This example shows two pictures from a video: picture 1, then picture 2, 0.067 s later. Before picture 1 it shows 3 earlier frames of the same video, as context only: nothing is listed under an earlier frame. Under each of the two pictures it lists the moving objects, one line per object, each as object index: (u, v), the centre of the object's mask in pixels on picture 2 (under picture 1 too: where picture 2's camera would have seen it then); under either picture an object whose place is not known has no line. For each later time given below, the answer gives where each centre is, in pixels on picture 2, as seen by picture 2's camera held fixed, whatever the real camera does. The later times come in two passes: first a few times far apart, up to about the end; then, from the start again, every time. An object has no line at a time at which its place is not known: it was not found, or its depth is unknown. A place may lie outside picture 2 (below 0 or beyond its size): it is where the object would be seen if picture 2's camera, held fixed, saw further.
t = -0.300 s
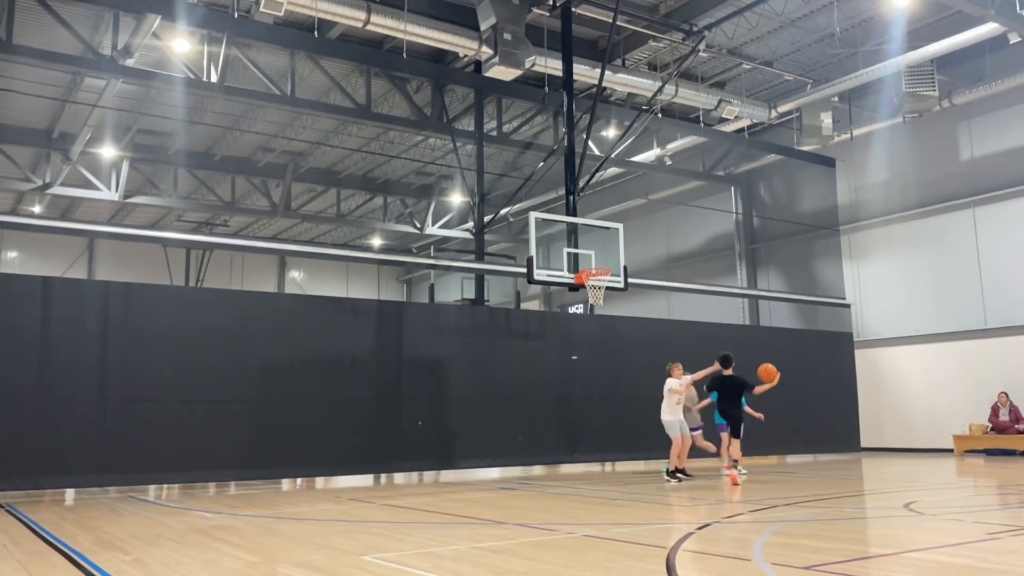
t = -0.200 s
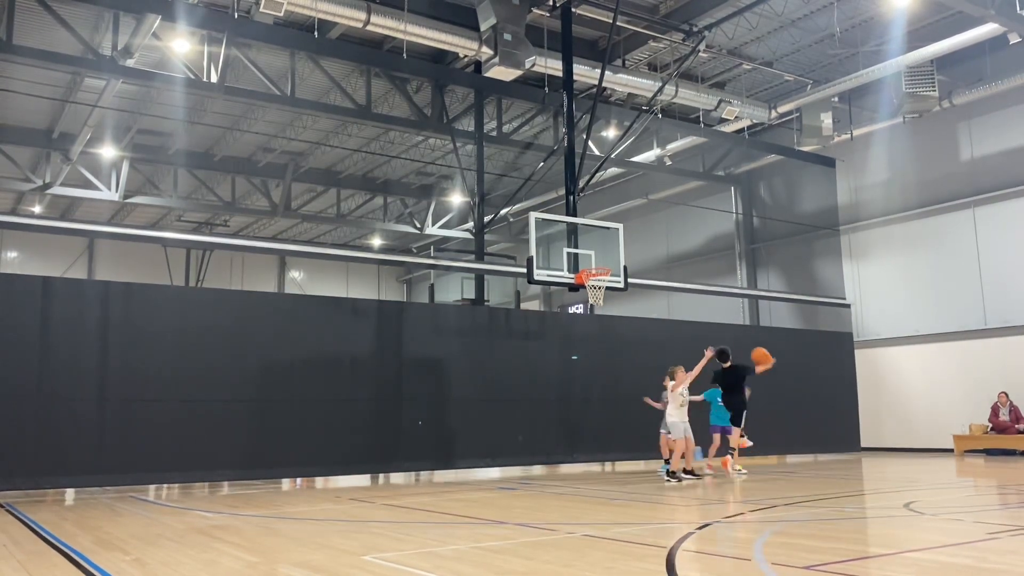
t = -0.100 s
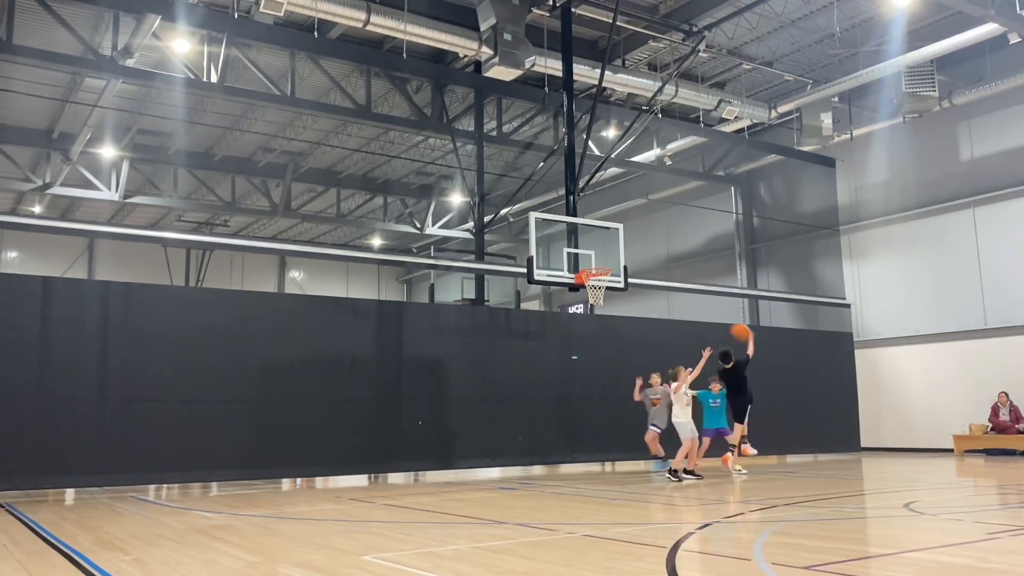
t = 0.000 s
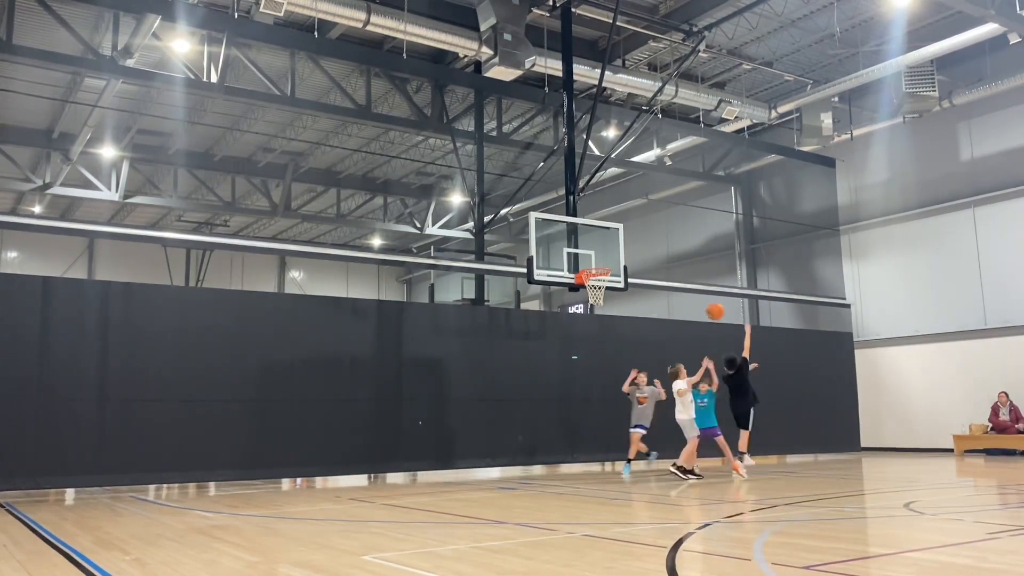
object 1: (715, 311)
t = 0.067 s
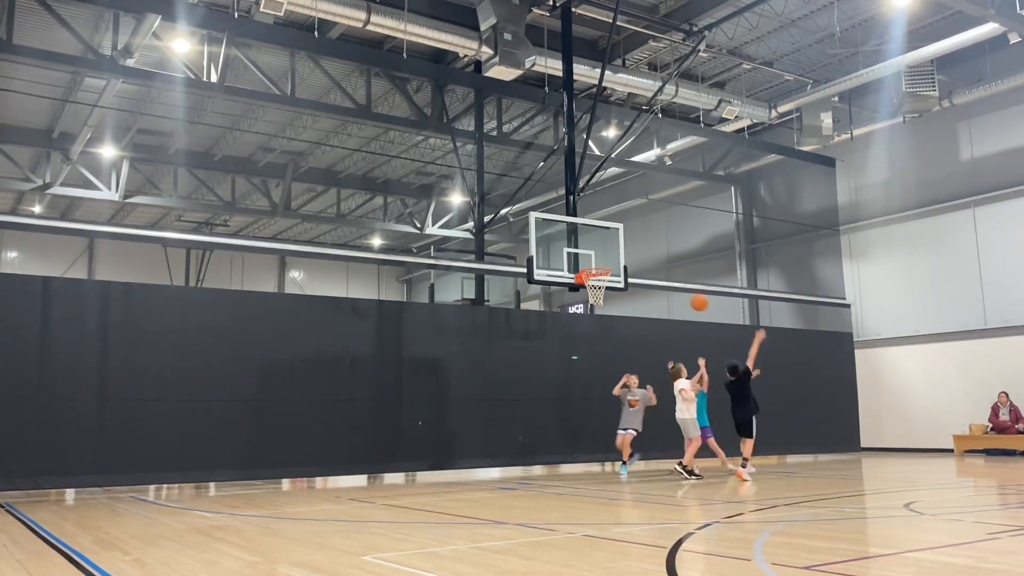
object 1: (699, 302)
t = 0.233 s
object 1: (662, 295)
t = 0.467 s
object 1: (615, 315)
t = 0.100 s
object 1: (691, 299)
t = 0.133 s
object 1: (684, 297)
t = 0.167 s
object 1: (677, 295)
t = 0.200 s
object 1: (669, 294)
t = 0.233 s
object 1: (662, 295)
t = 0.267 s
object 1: (655, 295)
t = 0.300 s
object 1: (649, 297)
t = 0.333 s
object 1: (641, 299)
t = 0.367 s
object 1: (635, 302)
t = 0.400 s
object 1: (629, 305)
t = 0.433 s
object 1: (622, 309)
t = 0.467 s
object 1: (615, 315)
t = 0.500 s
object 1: (610, 320)
